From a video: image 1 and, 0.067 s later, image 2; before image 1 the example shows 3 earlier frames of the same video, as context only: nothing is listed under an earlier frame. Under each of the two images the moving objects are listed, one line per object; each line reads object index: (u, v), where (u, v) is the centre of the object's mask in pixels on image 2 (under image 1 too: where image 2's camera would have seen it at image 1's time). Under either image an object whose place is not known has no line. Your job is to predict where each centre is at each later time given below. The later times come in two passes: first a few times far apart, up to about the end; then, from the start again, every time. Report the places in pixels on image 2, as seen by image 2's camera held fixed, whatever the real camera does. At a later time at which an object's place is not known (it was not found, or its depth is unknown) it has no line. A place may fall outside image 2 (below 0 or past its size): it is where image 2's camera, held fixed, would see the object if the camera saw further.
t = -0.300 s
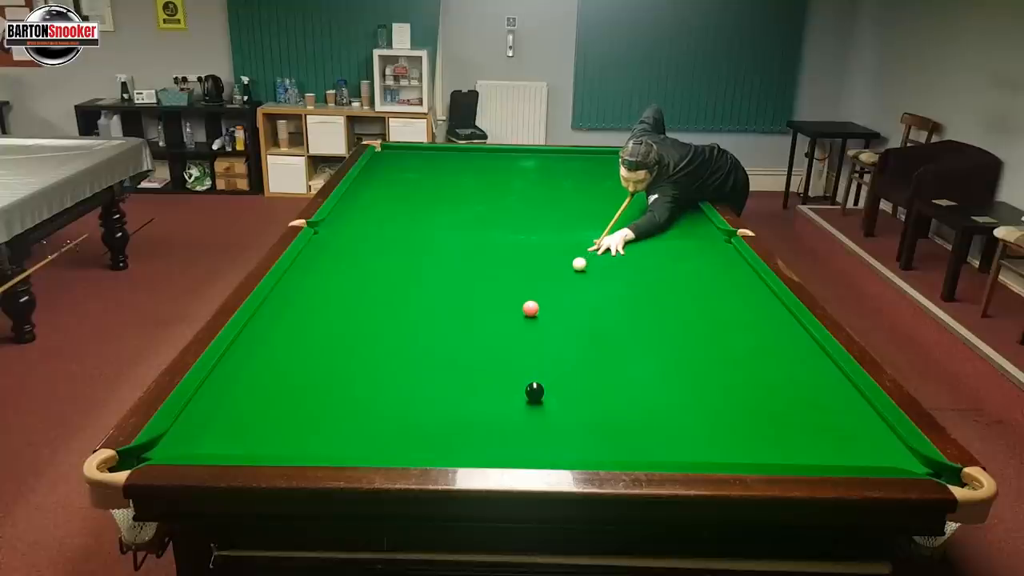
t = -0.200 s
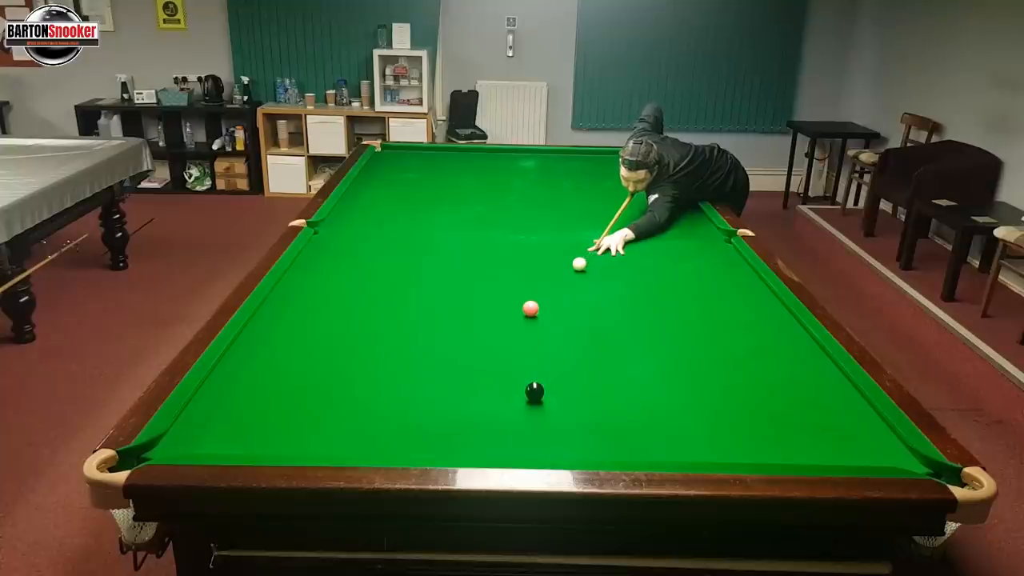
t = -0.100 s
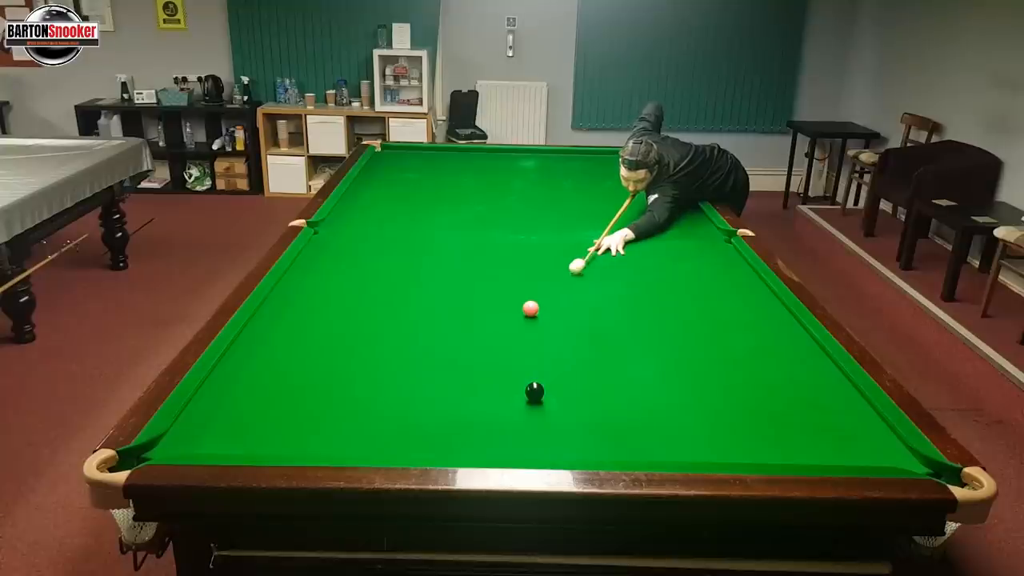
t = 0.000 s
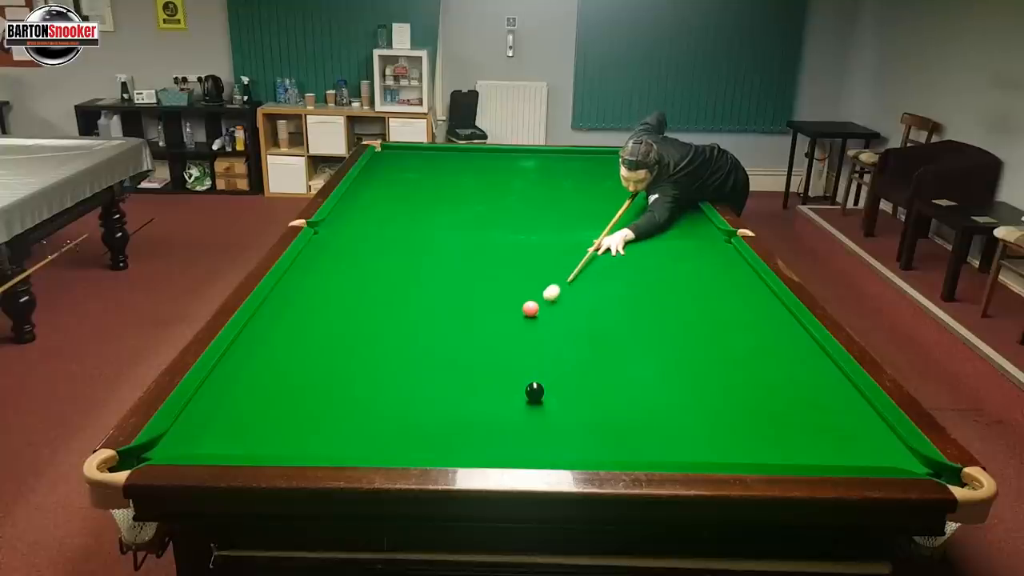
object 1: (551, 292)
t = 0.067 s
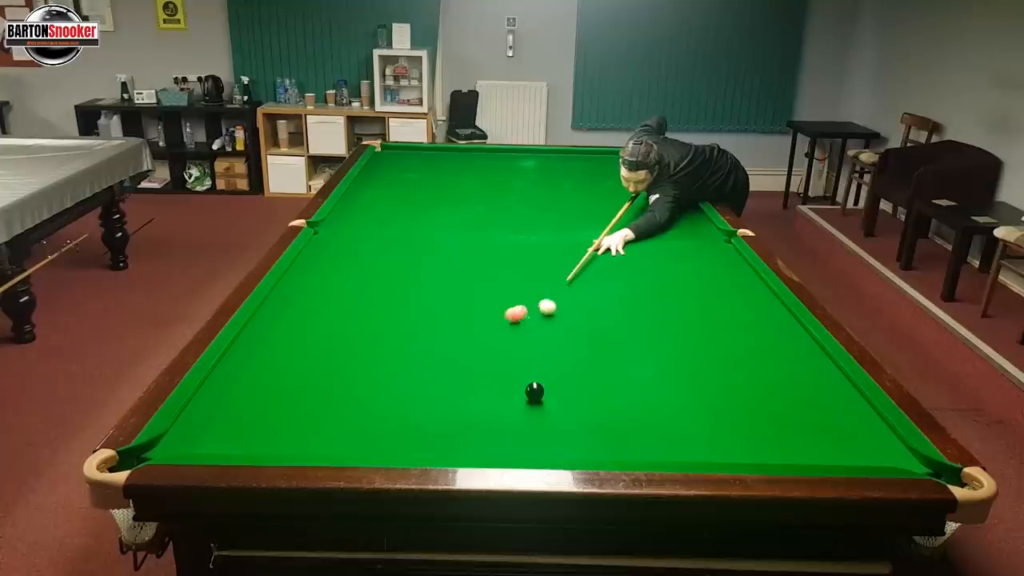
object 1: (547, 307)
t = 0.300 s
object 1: (599, 322)
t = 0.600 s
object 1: (661, 329)
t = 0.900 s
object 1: (724, 337)
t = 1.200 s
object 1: (786, 344)
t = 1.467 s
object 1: (798, 347)
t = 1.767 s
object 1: (770, 347)
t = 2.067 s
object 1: (744, 346)
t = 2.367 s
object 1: (722, 346)
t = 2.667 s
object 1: (702, 346)
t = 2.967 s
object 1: (685, 347)
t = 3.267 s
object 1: (671, 347)
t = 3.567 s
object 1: (660, 347)
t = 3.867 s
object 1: (652, 347)
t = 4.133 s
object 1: (646, 348)
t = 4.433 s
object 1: (643, 348)
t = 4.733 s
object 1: (643, 348)
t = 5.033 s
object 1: (644, 348)
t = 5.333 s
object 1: (644, 348)
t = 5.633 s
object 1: (644, 348)
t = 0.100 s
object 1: (554, 310)
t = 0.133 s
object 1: (562, 313)
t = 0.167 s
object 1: (569, 315)
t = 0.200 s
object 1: (577, 317)
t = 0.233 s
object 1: (584, 319)
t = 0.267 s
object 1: (592, 321)
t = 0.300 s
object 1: (599, 322)
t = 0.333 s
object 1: (605, 323)
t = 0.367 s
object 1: (613, 324)
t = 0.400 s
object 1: (619, 325)
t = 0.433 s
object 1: (626, 325)
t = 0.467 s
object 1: (633, 326)
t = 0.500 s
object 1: (640, 327)
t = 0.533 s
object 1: (647, 328)
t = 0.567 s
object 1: (654, 329)
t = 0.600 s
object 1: (661, 329)
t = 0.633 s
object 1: (668, 330)
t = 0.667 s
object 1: (675, 331)
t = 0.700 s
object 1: (682, 332)
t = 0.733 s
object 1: (689, 333)
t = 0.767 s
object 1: (696, 333)
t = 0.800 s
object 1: (703, 334)
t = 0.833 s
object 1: (710, 335)
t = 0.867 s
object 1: (717, 336)
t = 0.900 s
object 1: (724, 337)
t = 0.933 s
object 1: (731, 337)
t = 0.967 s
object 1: (737, 338)
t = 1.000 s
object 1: (745, 339)
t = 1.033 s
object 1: (751, 340)
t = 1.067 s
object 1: (758, 341)
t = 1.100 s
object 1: (765, 341)
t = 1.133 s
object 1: (772, 342)
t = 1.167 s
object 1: (779, 343)
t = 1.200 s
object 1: (786, 344)
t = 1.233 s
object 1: (792, 345)
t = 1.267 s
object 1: (799, 345)
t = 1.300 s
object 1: (806, 346)
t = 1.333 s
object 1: (813, 347)
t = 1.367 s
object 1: (810, 347)
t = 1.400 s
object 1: (806, 347)
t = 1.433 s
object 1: (802, 347)
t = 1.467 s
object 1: (798, 347)
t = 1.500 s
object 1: (795, 347)
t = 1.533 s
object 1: (792, 347)
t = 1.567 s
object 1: (789, 347)
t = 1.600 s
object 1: (785, 347)
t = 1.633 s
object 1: (782, 347)
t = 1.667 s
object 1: (779, 347)
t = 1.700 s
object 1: (776, 347)
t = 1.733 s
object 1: (773, 347)
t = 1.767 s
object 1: (770, 347)
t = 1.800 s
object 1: (767, 347)
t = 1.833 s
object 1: (764, 347)
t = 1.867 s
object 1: (761, 347)
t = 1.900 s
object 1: (758, 347)
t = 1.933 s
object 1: (755, 347)
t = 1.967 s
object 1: (752, 346)
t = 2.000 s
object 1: (750, 347)
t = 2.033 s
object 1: (747, 346)
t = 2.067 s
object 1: (744, 346)
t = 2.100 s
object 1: (742, 346)
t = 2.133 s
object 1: (739, 346)
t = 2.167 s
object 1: (736, 347)
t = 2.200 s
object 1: (734, 346)
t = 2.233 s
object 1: (731, 347)
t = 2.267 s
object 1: (729, 347)
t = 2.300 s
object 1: (727, 347)
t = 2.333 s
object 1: (724, 346)
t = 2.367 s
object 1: (722, 346)
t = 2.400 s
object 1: (719, 346)
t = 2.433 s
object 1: (717, 346)
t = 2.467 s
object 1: (715, 346)
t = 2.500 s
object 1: (713, 346)
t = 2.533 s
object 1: (710, 346)
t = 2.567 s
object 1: (708, 347)
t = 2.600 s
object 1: (706, 346)
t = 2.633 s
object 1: (704, 347)
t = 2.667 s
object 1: (702, 346)
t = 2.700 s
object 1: (700, 347)
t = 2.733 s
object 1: (698, 347)
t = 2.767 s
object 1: (696, 347)
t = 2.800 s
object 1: (694, 347)
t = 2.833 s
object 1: (692, 347)
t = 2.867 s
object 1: (691, 347)
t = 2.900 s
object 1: (689, 347)
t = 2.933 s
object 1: (687, 347)
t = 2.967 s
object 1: (685, 347)
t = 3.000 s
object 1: (684, 347)
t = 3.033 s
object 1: (682, 347)
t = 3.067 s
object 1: (680, 347)
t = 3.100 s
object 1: (679, 347)
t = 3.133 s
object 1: (677, 347)
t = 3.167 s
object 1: (676, 347)
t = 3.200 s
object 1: (674, 347)
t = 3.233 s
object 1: (673, 347)
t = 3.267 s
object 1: (671, 347)
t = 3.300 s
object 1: (670, 347)
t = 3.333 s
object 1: (669, 347)
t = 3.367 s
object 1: (667, 347)
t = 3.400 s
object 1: (666, 347)
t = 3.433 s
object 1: (665, 347)
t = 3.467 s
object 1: (664, 347)
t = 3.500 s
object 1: (663, 347)
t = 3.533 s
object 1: (661, 347)
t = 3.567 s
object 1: (660, 347)
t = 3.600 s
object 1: (659, 347)
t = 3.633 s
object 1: (658, 347)
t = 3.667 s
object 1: (657, 347)
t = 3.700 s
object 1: (656, 347)
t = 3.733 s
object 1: (655, 347)
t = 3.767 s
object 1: (654, 347)
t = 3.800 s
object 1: (653, 347)
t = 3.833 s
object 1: (653, 347)
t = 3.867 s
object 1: (652, 347)
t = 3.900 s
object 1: (651, 347)
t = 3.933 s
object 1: (650, 347)
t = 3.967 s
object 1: (650, 347)
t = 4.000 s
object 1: (649, 347)
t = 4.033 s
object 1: (648, 347)
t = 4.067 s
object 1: (648, 347)
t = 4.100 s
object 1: (647, 347)
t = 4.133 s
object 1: (646, 348)
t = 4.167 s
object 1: (646, 348)
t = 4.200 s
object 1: (645, 348)
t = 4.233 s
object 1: (645, 348)
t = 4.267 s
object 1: (645, 348)
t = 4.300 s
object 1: (644, 348)
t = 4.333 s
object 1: (644, 348)
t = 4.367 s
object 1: (644, 348)
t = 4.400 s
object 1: (643, 348)
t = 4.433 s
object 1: (643, 348)
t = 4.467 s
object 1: (643, 348)
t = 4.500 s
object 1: (643, 348)
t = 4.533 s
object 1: (643, 348)
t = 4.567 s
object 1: (643, 348)
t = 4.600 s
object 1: (643, 348)
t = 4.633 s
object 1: (643, 348)
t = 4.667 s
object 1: (643, 348)
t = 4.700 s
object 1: (643, 348)
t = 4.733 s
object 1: (643, 348)
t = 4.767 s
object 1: (643, 348)
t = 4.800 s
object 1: (643, 348)
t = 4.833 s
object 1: (643, 348)
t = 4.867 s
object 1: (643, 348)
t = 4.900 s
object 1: (643, 348)
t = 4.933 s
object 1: (643, 348)
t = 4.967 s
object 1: (644, 348)
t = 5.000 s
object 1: (644, 348)
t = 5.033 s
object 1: (644, 348)
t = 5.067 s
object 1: (644, 348)
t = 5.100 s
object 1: (643, 348)
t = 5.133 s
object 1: (644, 348)
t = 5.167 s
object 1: (643, 348)
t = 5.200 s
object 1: (644, 348)
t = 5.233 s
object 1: (644, 348)
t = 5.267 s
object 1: (644, 348)
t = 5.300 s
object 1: (644, 348)
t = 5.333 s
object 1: (644, 348)
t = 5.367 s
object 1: (644, 348)
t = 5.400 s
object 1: (644, 348)
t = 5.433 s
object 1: (644, 348)
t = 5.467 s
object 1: (644, 348)
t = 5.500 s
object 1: (644, 348)
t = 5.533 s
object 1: (644, 348)
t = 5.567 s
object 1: (644, 348)
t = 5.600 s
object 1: (644, 348)
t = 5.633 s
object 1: (644, 348)
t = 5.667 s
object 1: (644, 348)
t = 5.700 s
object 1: (644, 348)
